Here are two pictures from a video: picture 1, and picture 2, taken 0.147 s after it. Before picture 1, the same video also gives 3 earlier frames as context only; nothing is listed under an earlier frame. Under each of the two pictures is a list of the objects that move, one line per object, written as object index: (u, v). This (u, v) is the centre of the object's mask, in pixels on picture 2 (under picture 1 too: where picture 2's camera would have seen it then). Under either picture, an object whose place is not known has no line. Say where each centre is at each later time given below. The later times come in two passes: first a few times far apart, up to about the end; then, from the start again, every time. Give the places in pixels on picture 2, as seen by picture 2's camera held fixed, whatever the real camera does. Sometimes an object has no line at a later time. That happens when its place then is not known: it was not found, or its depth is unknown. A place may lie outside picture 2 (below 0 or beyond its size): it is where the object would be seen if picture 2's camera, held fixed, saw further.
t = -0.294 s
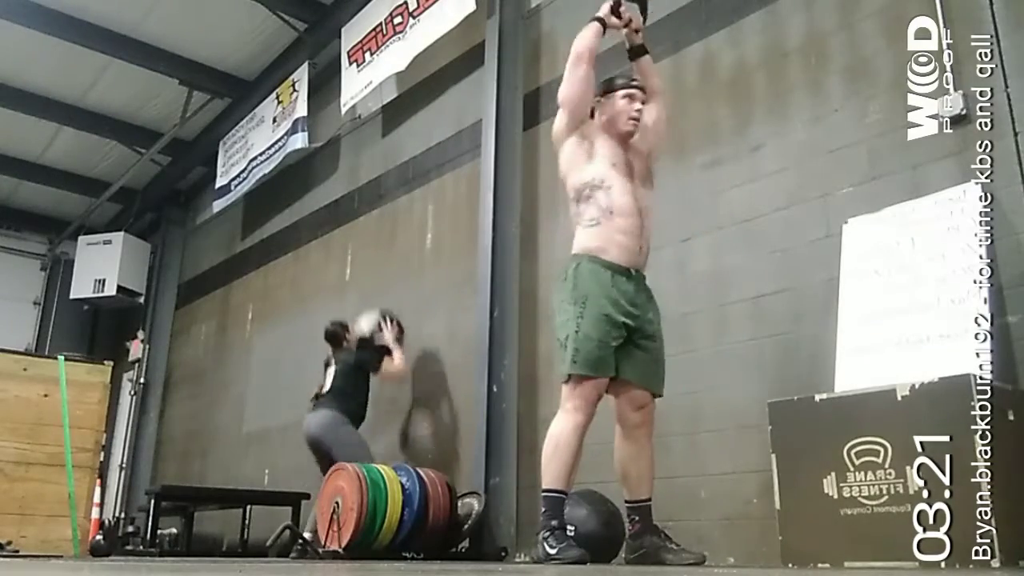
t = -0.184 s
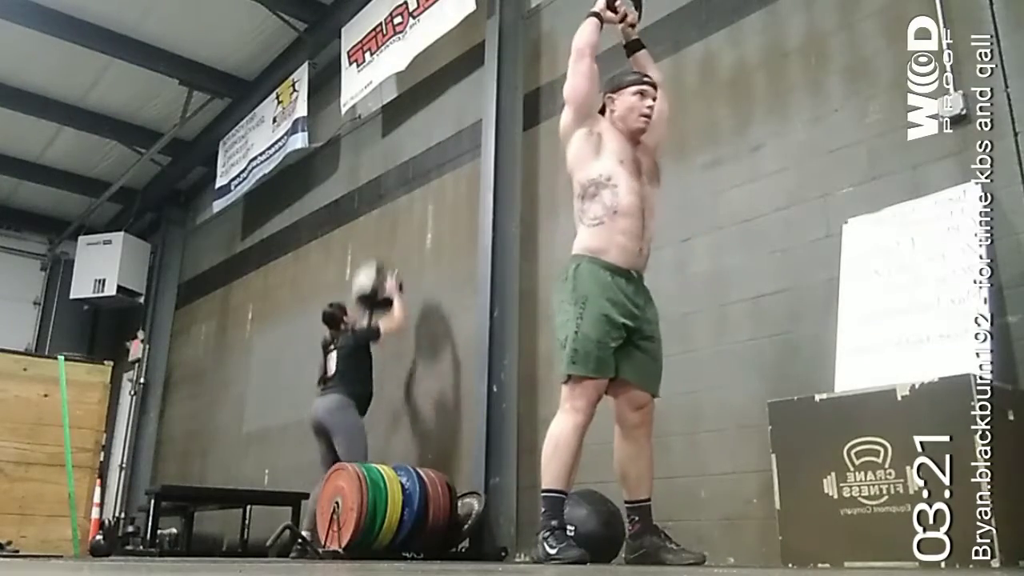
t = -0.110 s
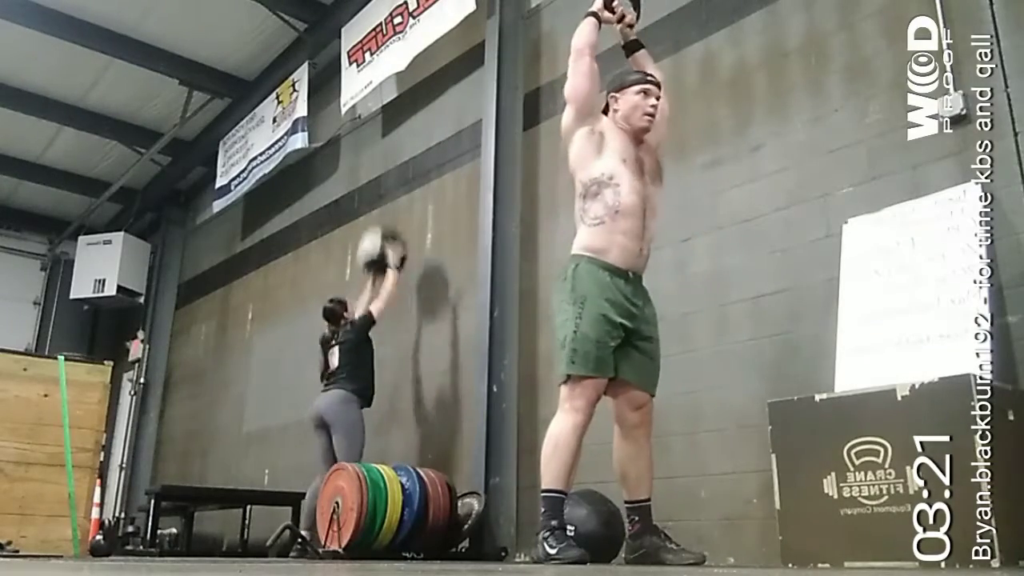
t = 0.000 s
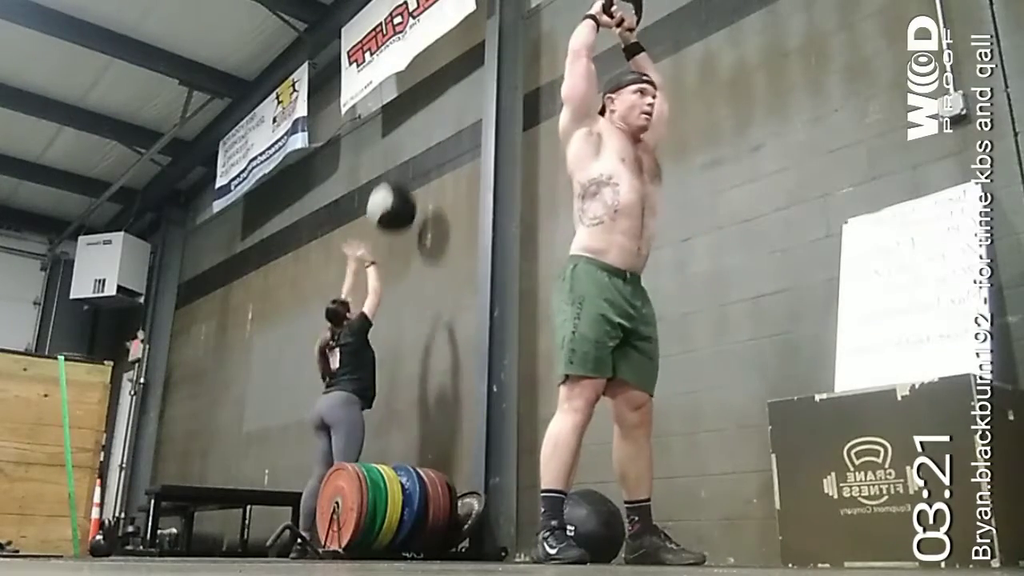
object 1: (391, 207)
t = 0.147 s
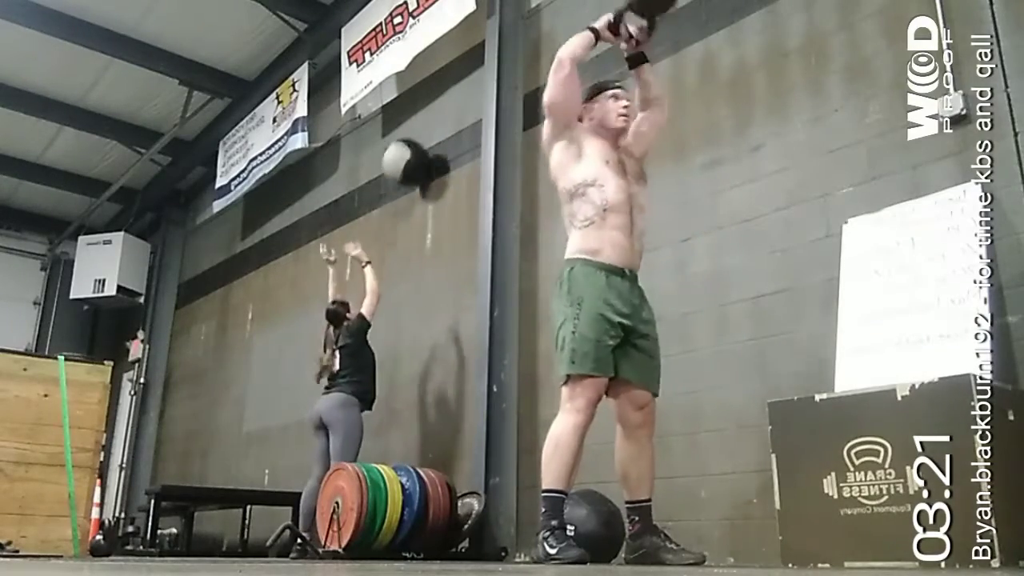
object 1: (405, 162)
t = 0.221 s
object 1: (410, 153)
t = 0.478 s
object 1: (405, 161)
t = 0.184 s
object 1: (406, 156)
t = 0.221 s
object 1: (410, 153)
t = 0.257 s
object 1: (410, 151)
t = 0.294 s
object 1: (410, 149)
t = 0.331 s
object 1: (409, 149)
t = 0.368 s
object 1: (408, 150)
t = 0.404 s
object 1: (407, 153)
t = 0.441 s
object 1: (406, 156)
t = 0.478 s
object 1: (405, 161)
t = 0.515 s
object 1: (403, 175)
